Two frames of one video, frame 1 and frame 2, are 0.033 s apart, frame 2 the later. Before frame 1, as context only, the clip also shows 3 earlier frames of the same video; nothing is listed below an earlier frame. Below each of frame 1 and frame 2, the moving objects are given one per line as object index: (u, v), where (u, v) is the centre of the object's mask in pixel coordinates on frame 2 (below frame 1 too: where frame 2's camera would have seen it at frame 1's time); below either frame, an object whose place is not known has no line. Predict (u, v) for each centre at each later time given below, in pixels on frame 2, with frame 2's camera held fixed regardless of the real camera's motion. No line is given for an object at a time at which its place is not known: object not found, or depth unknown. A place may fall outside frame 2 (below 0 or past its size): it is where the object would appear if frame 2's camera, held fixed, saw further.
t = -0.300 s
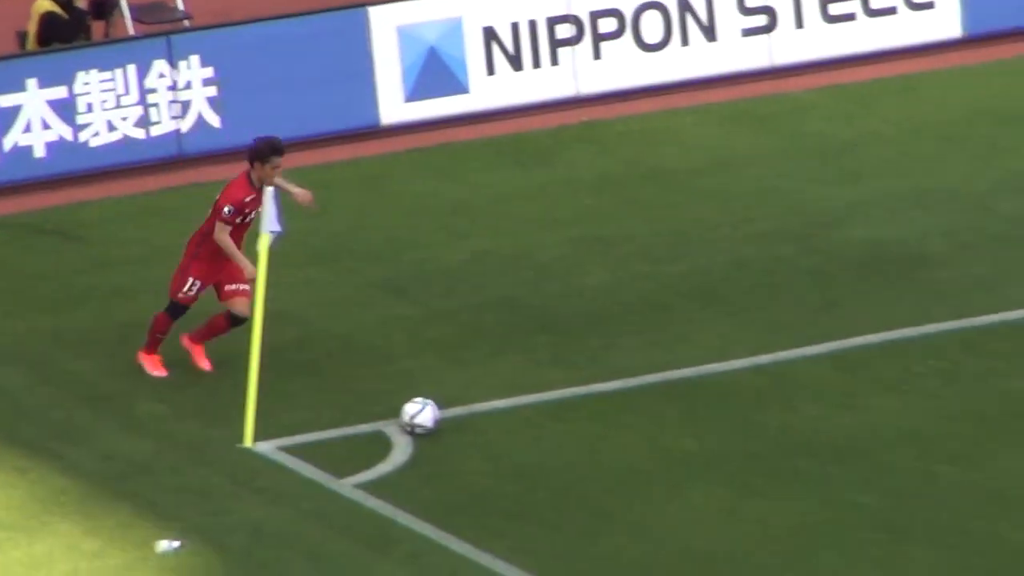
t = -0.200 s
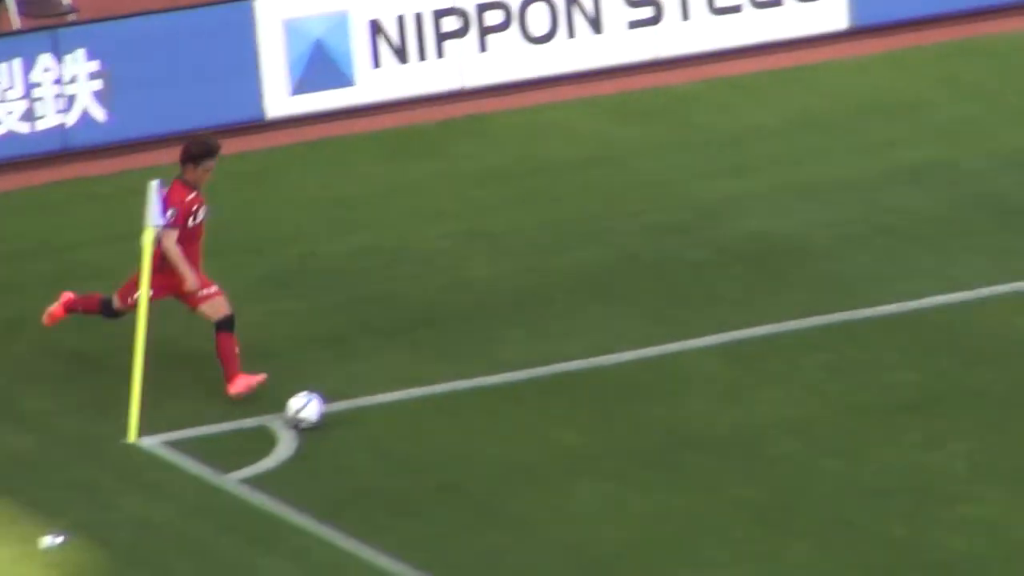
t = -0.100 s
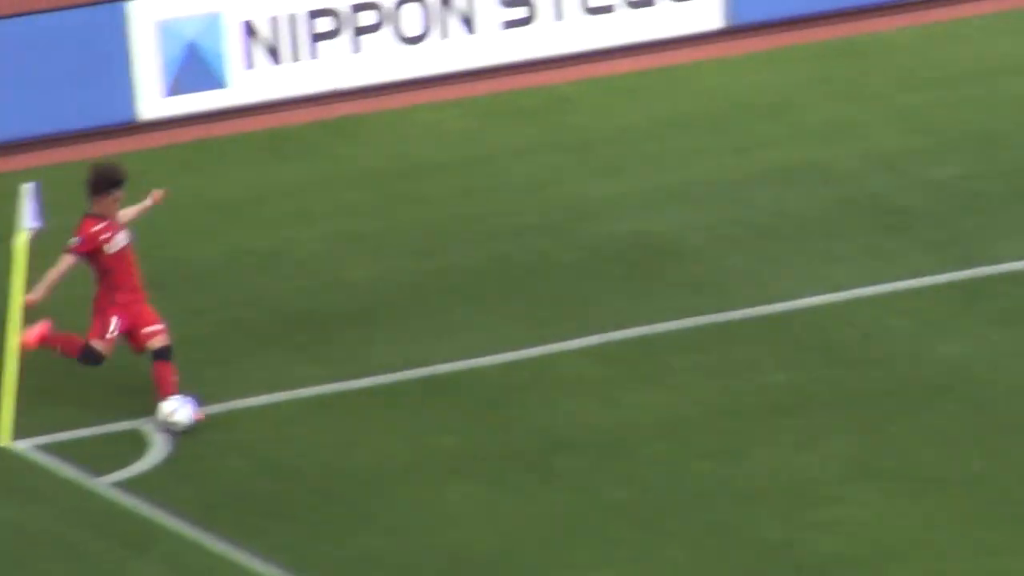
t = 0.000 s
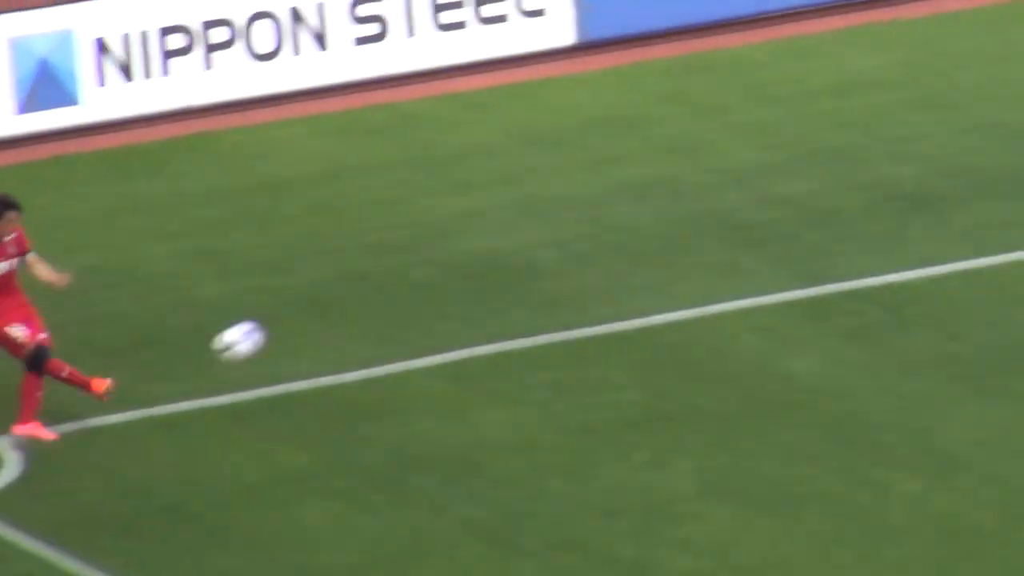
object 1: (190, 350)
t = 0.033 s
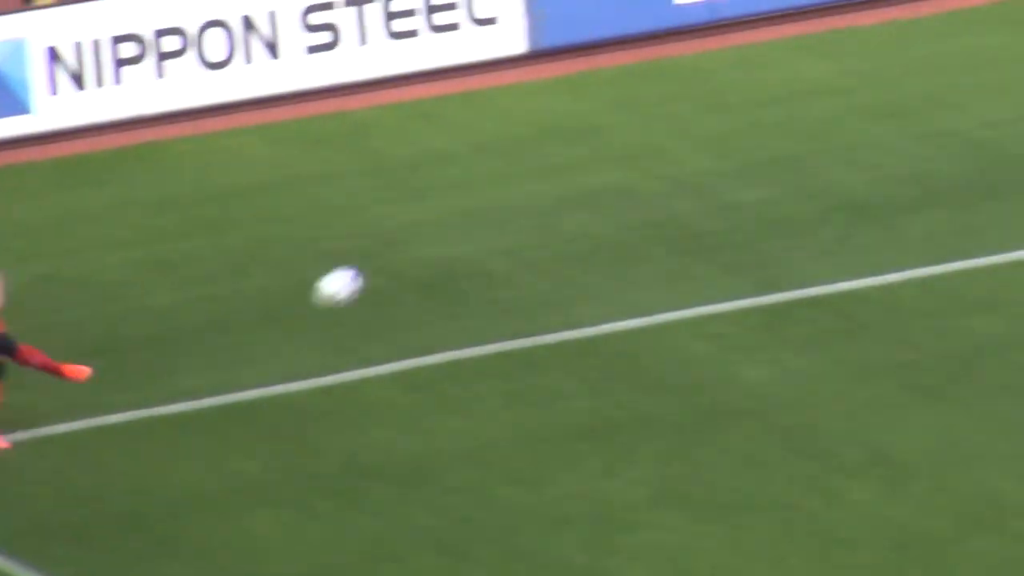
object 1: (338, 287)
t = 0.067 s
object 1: (479, 226)
